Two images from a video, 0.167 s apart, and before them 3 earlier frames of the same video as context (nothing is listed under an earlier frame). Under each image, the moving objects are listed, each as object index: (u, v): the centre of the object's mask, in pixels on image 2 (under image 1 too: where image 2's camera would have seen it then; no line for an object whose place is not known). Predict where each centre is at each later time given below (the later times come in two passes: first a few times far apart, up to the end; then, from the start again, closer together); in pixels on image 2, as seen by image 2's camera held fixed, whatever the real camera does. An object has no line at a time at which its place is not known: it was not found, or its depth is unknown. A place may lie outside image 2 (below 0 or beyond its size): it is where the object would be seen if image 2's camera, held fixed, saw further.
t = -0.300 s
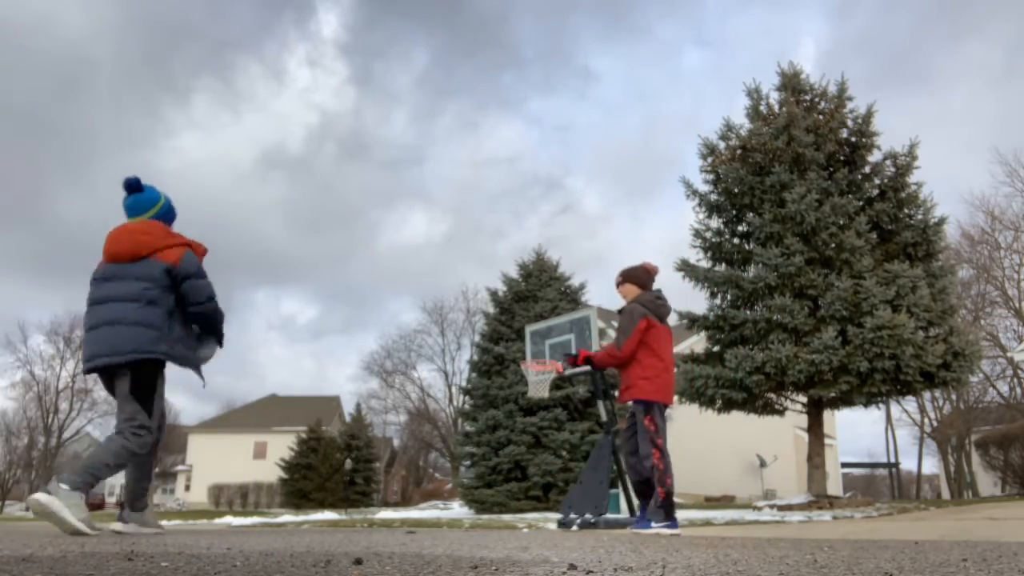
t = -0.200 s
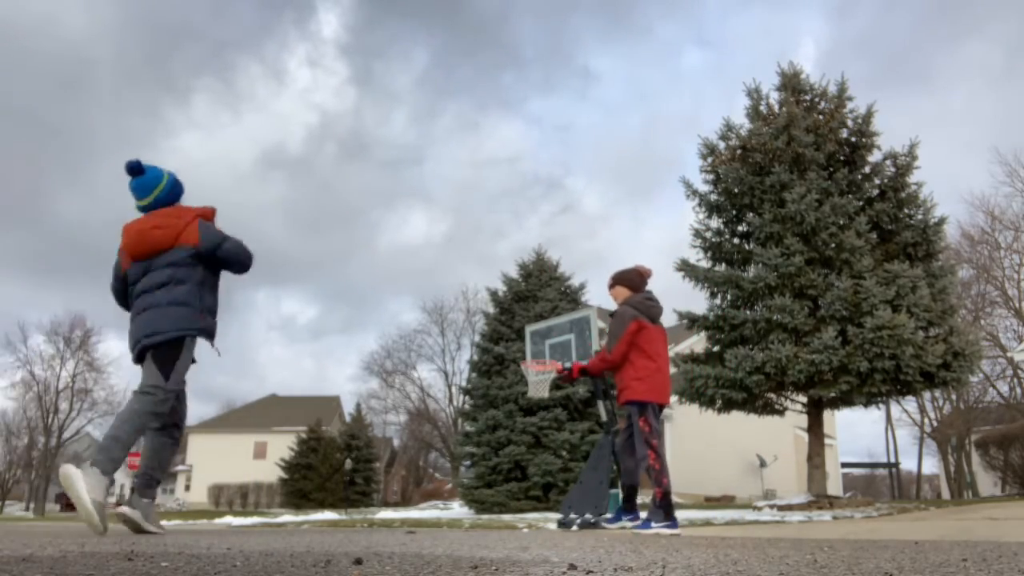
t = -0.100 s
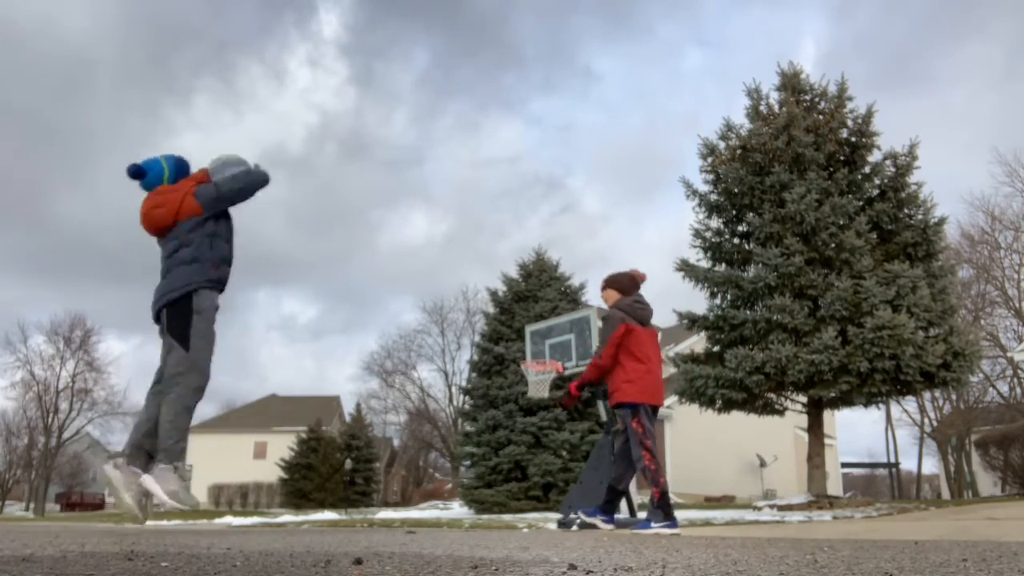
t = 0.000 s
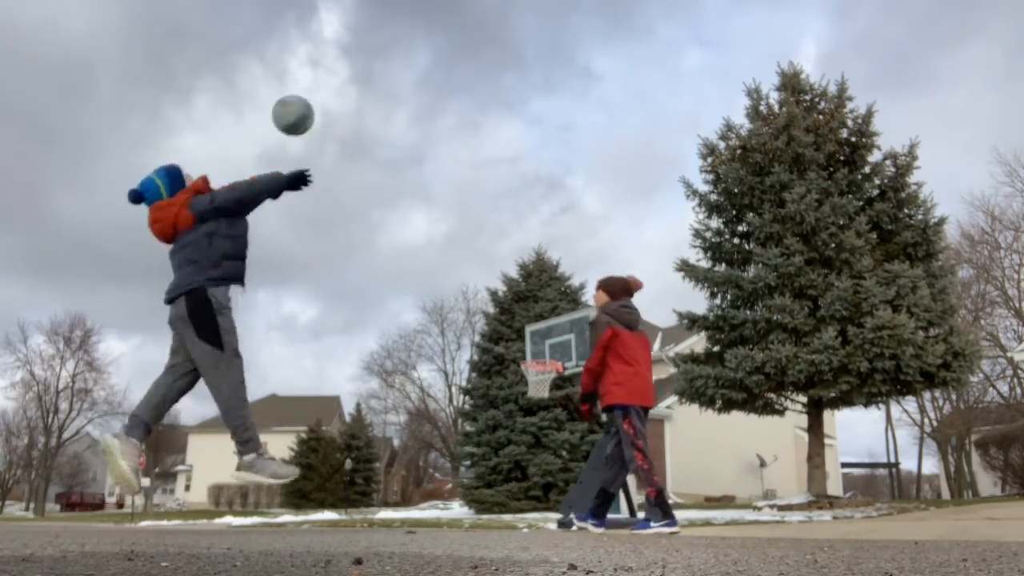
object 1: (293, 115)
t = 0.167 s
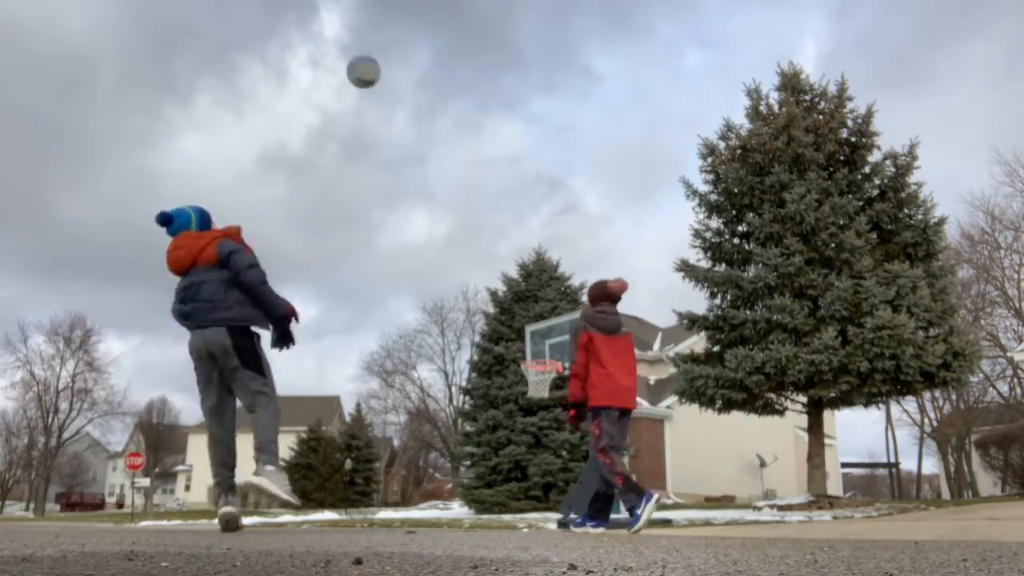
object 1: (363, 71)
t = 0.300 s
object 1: (402, 69)
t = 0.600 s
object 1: (463, 125)
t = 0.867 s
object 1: (498, 217)
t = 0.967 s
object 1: (509, 260)
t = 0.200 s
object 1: (374, 68)
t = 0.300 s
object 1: (402, 69)
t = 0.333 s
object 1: (410, 72)
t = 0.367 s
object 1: (418, 75)
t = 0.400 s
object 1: (426, 80)
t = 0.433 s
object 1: (433, 86)
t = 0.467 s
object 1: (439, 93)
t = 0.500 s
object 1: (446, 100)
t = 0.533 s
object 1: (452, 108)
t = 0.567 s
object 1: (457, 116)
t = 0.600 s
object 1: (463, 125)
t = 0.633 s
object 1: (468, 135)
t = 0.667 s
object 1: (472, 145)
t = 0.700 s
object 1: (477, 156)
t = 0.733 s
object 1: (482, 167)
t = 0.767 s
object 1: (486, 179)
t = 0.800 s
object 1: (490, 191)
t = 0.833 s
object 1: (494, 204)
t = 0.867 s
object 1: (498, 217)
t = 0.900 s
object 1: (502, 231)
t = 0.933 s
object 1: (505, 245)
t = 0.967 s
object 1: (509, 260)
